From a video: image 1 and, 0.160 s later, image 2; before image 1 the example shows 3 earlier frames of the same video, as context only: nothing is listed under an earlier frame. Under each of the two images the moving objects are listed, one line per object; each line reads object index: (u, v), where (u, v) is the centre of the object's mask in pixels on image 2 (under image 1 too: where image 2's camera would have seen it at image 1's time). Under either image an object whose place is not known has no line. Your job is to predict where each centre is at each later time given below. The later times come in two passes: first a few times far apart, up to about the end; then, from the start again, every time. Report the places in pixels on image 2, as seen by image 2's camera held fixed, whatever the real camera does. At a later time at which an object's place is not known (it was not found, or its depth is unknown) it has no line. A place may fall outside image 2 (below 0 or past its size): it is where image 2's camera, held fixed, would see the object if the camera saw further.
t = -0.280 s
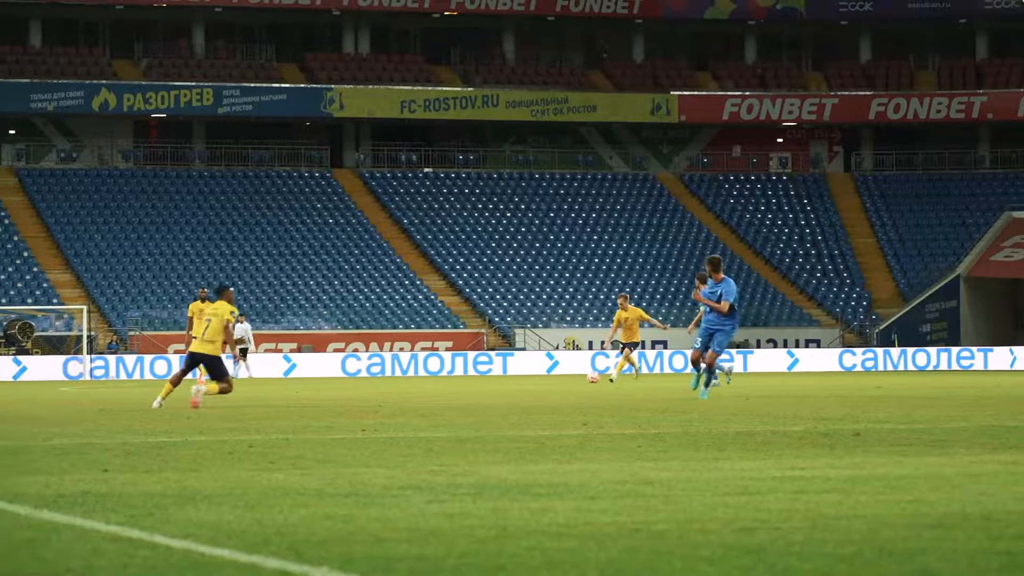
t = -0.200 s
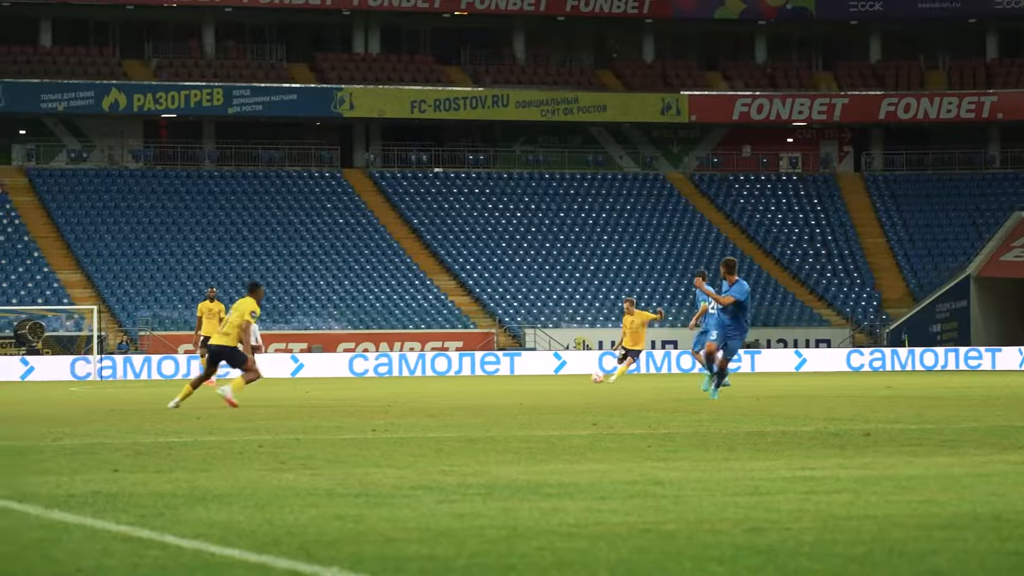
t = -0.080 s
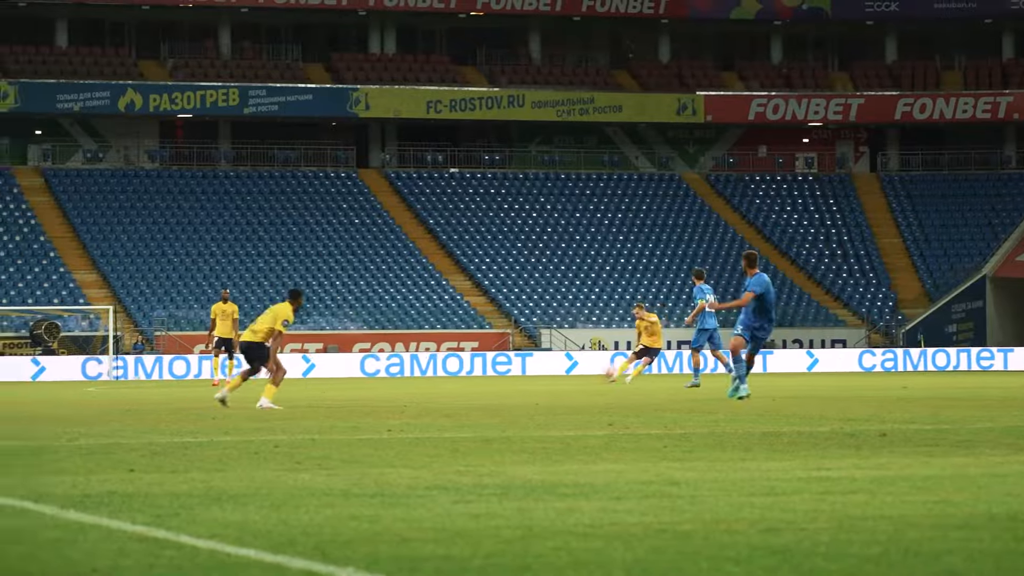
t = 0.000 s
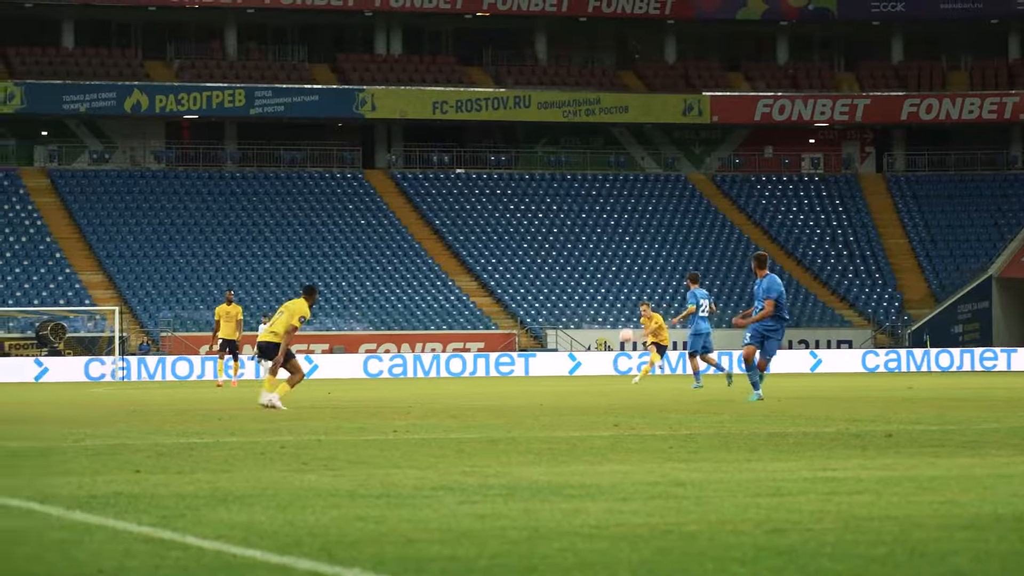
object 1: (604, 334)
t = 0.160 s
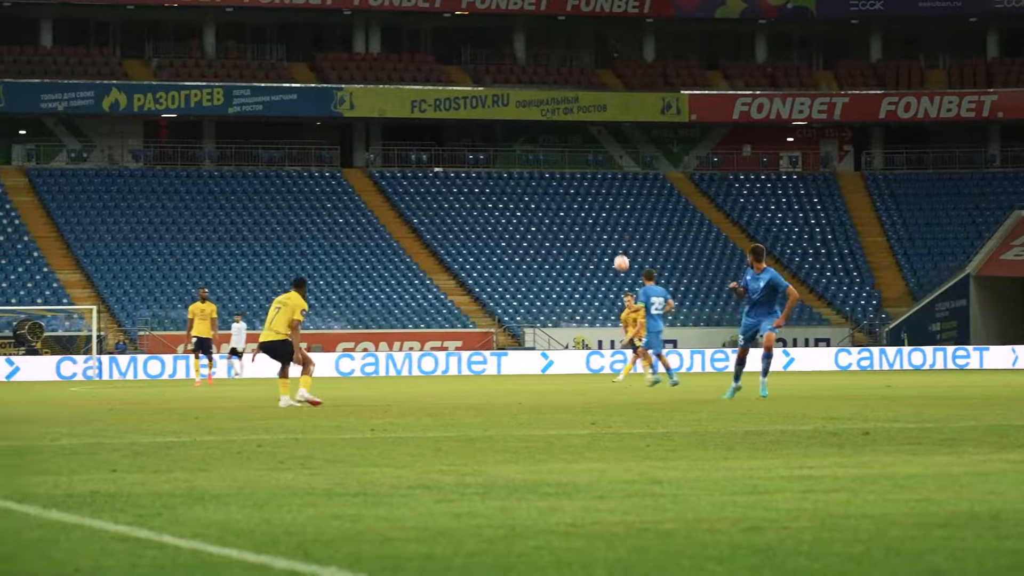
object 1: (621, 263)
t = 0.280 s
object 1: (631, 209)
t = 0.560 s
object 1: (641, 88)
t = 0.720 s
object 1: (641, 25)
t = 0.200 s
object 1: (625, 245)
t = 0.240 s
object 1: (628, 227)
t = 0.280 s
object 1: (631, 209)
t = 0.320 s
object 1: (633, 192)
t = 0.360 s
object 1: (635, 174)
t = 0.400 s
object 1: (638, 157)
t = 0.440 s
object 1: (639, 139)
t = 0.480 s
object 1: (640, 122)
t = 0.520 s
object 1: (641, 105)
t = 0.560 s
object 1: (641, 88)
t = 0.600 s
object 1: (642, 72)
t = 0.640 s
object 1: (642, 56)
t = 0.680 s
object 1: (642, 40)
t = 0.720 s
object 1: (641, 25)
